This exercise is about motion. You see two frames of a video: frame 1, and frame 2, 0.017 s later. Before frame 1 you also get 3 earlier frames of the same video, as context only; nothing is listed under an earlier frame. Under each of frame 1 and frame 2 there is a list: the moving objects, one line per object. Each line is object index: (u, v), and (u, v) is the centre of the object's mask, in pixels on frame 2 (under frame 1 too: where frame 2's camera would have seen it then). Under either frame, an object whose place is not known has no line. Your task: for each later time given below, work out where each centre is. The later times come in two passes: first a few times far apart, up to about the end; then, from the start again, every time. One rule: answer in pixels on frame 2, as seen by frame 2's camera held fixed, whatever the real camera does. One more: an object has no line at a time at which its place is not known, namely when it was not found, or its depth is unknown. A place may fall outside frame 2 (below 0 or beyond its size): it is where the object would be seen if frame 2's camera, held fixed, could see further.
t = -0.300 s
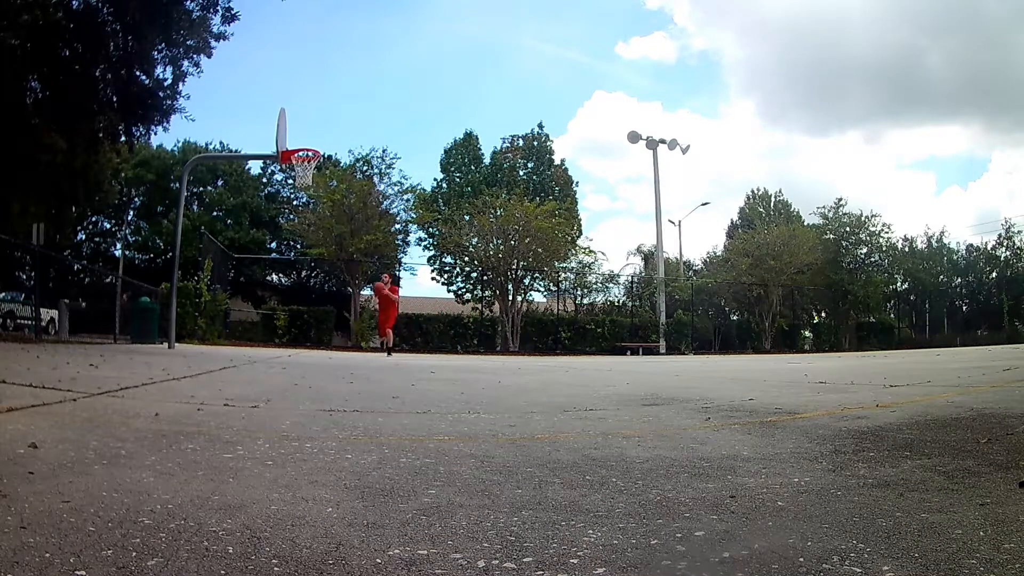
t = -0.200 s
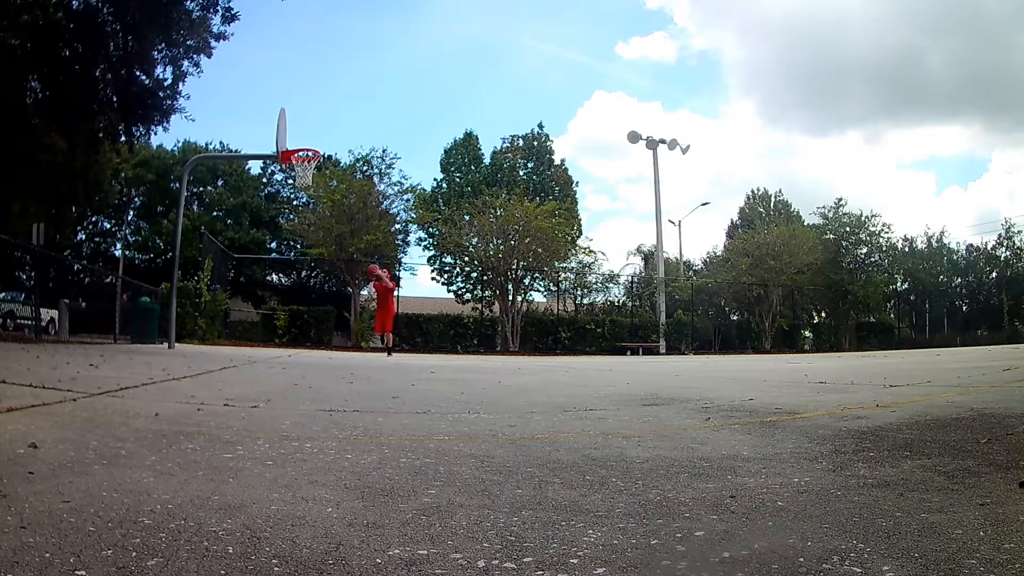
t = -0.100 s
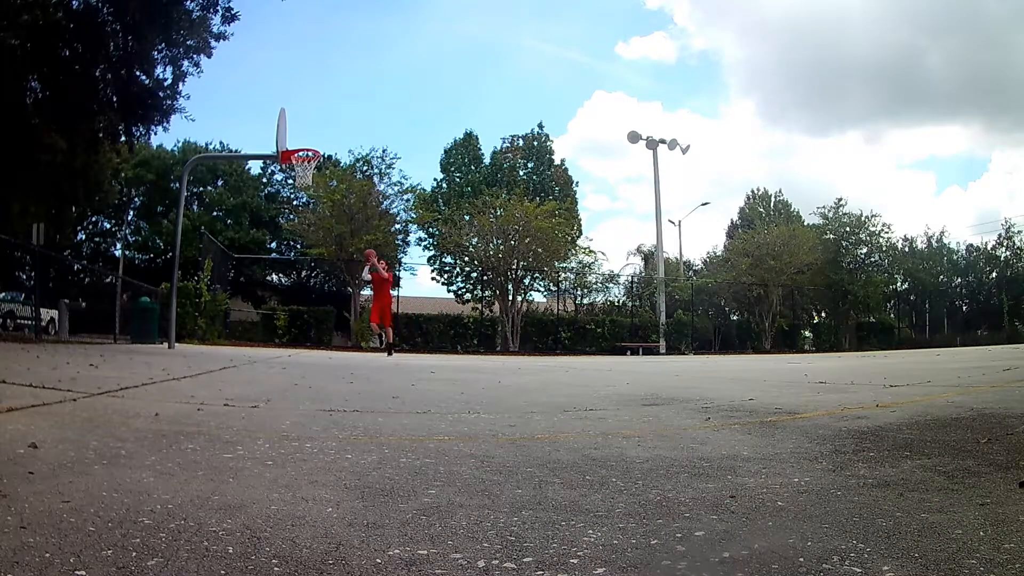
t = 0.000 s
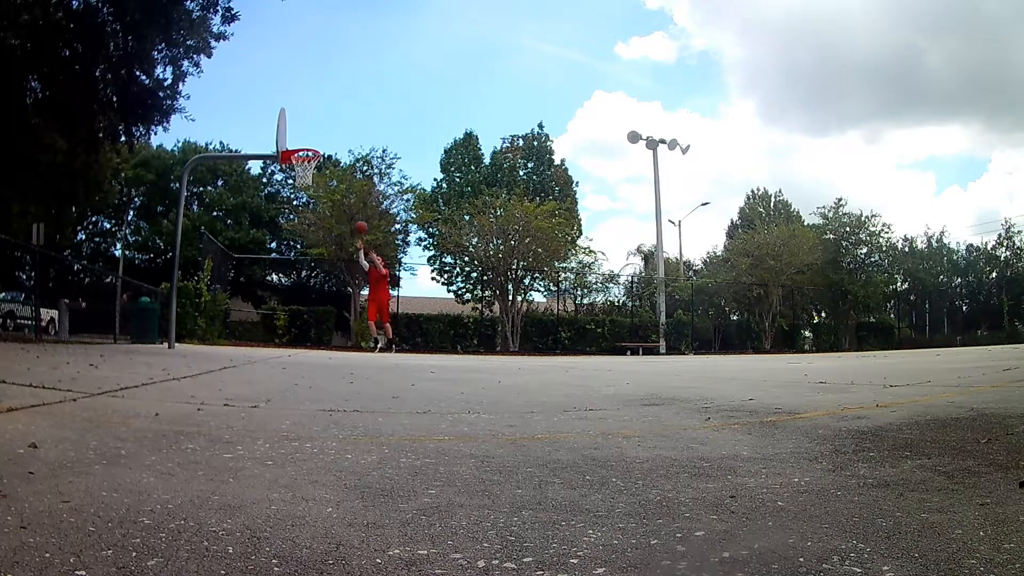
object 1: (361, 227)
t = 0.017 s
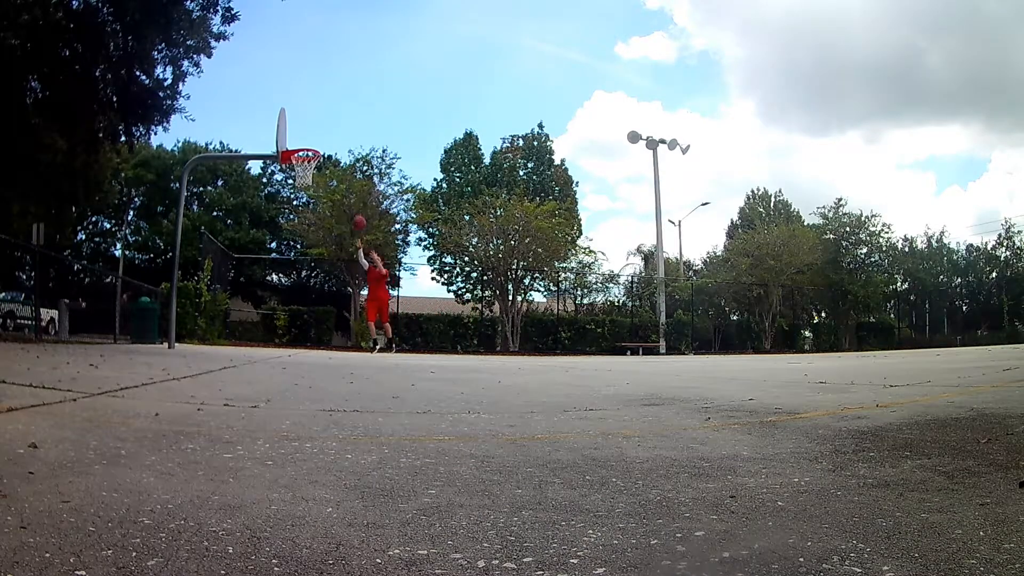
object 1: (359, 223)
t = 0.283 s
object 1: (328, 161)
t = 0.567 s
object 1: (293, 133)
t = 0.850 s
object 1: (307, 145)
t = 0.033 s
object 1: (357, 217)
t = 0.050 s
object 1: (356, 213)
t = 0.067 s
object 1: (354, 208)
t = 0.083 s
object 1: (351, 204)
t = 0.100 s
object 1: (350, 199)
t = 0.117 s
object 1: (347, 195)
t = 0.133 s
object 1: (346, 190)
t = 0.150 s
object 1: (344, 187)
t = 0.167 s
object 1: (342, 183)
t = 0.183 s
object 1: (341, 180)
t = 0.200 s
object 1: (338, 176)
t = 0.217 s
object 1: (336, 173)
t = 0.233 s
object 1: (334, 169)
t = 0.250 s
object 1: (332, 167)
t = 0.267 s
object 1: (330, 164)
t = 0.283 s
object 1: (328, 161)
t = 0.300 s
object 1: (327, 158)
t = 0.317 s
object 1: (326, 156)
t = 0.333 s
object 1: (323, 152)
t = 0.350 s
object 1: (321, 149)
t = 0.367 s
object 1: (318, 147)
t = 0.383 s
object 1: (316, 145)
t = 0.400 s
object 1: (313, 143)
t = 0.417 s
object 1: (311, 142)
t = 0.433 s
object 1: (309, 141)
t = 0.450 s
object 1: (306, 139)
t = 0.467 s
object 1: (304, 138)
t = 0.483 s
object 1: (302, 136)
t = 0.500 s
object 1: (299, 135)
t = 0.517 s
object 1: (297, 134)
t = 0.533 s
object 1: (295, 134)
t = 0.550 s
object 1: (292, 133)
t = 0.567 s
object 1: (293, 133)
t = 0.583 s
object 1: (295, 133)
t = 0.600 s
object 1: (296, 133)
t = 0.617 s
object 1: (298, 134)
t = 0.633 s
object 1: (299, 135)
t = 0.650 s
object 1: (301, 136)
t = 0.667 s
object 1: (302, 136)
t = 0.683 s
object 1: (304, 137)
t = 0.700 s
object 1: (305, 139)
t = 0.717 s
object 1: (307, 140)
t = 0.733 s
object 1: (308, 142)
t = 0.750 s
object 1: (310, 143)
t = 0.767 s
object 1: (312, 144)
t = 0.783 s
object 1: (313, 145)
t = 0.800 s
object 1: (315, 147)
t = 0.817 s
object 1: (313, 146)
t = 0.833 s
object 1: (310, 146)
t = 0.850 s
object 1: (307, 145)
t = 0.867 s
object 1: (305, 145)
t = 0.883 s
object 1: (302, 145)
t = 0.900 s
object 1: (300, 145)
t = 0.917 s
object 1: (297, 146)
